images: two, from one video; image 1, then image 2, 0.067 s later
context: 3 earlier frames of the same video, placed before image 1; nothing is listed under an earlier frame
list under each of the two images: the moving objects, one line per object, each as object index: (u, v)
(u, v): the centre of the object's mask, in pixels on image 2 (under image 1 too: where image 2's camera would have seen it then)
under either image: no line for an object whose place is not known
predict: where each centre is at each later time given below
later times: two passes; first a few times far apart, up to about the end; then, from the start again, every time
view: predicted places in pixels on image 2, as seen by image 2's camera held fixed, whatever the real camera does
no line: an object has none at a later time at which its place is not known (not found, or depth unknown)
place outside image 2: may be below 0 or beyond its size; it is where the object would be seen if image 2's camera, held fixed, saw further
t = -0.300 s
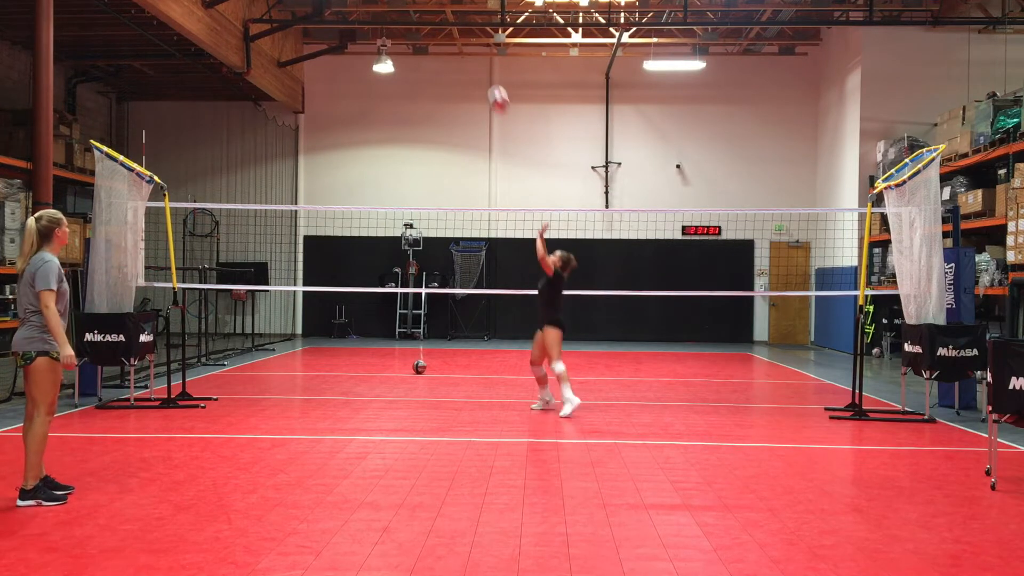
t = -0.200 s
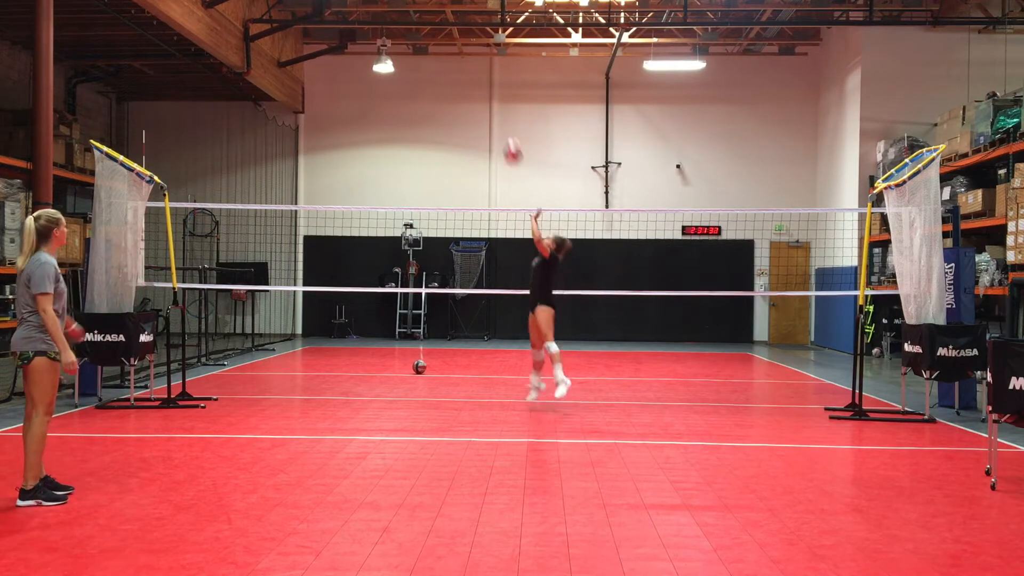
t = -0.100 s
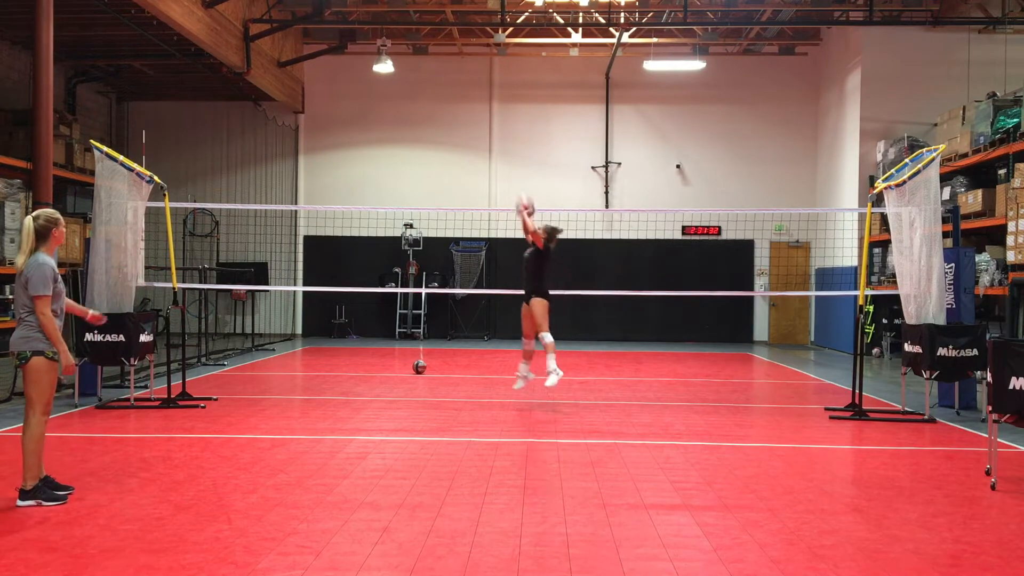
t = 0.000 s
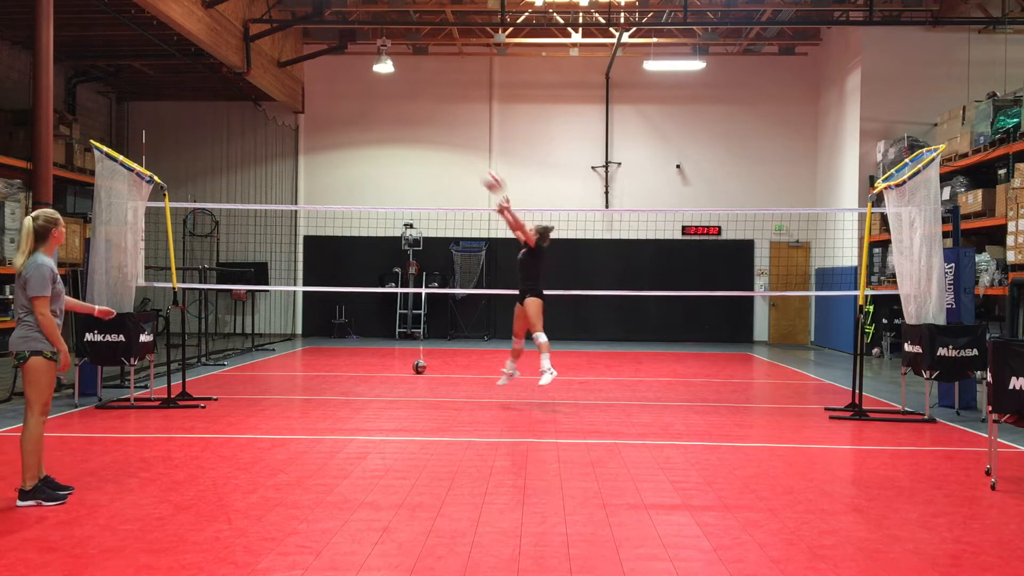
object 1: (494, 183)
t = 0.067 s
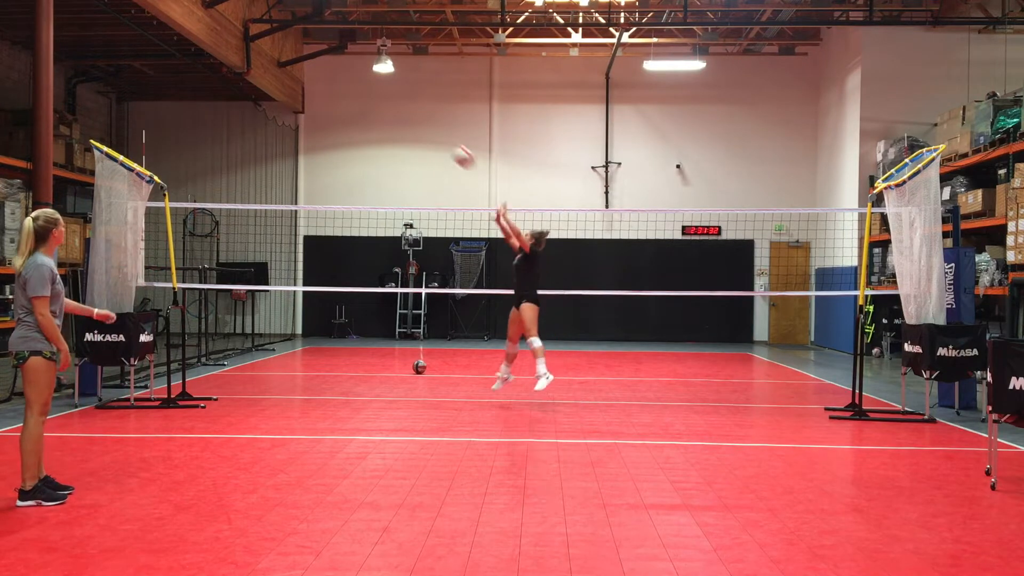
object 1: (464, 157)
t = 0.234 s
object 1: (393, 112)
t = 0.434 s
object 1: (311, 92)
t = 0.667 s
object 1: (220, 115)
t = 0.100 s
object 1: (449, 145)
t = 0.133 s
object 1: (435, 135)
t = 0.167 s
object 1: (421, 126)
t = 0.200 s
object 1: (407, 118)
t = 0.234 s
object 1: (393, 112)
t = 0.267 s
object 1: (379, 106)
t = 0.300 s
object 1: (365, 101)
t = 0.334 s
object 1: (352, 97)
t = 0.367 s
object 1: (339, 94)
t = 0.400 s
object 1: (326, 92)
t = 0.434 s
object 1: (311, 92)
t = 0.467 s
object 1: (298, 92)
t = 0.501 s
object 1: (286, 93)
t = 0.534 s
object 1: (272, 95)
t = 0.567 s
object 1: (259, 100)
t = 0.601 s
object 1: (246, 104)
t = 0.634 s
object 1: (233, 109)
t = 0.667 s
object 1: (220, 115)
